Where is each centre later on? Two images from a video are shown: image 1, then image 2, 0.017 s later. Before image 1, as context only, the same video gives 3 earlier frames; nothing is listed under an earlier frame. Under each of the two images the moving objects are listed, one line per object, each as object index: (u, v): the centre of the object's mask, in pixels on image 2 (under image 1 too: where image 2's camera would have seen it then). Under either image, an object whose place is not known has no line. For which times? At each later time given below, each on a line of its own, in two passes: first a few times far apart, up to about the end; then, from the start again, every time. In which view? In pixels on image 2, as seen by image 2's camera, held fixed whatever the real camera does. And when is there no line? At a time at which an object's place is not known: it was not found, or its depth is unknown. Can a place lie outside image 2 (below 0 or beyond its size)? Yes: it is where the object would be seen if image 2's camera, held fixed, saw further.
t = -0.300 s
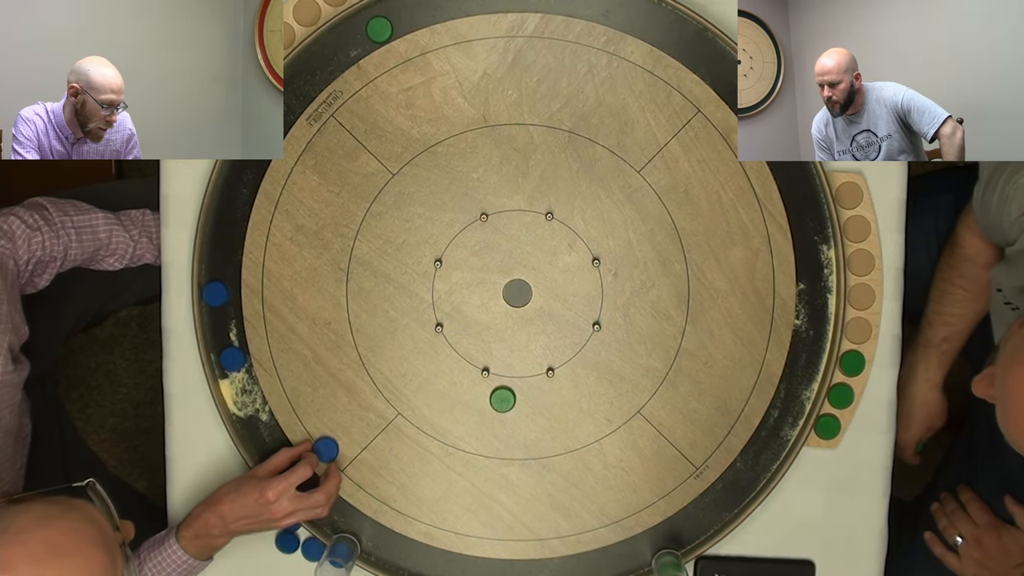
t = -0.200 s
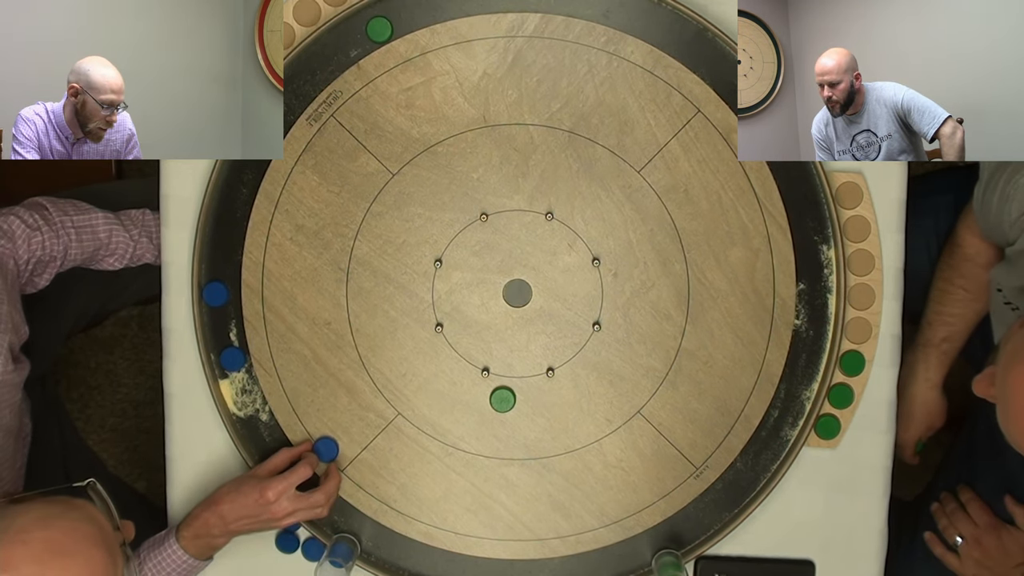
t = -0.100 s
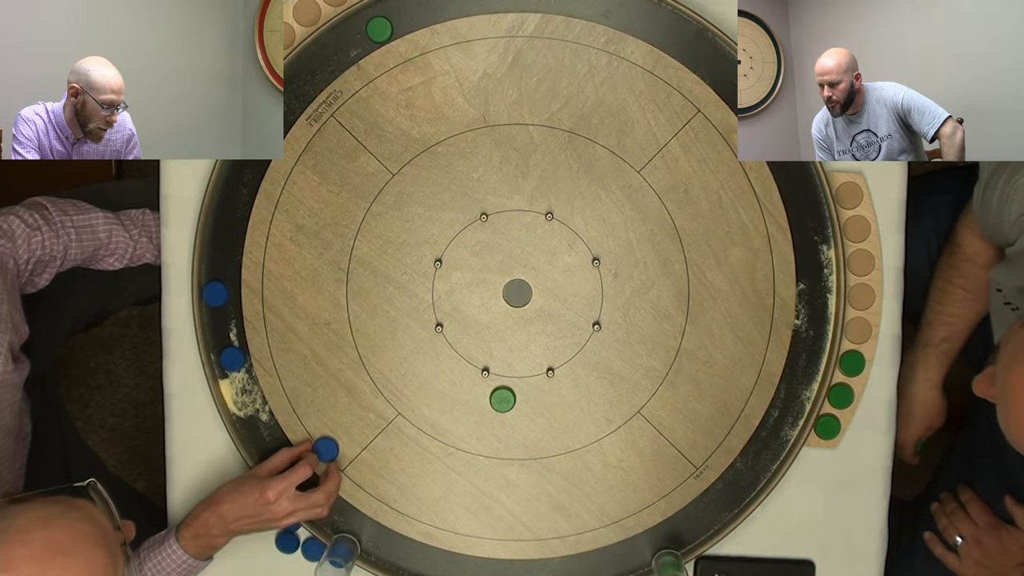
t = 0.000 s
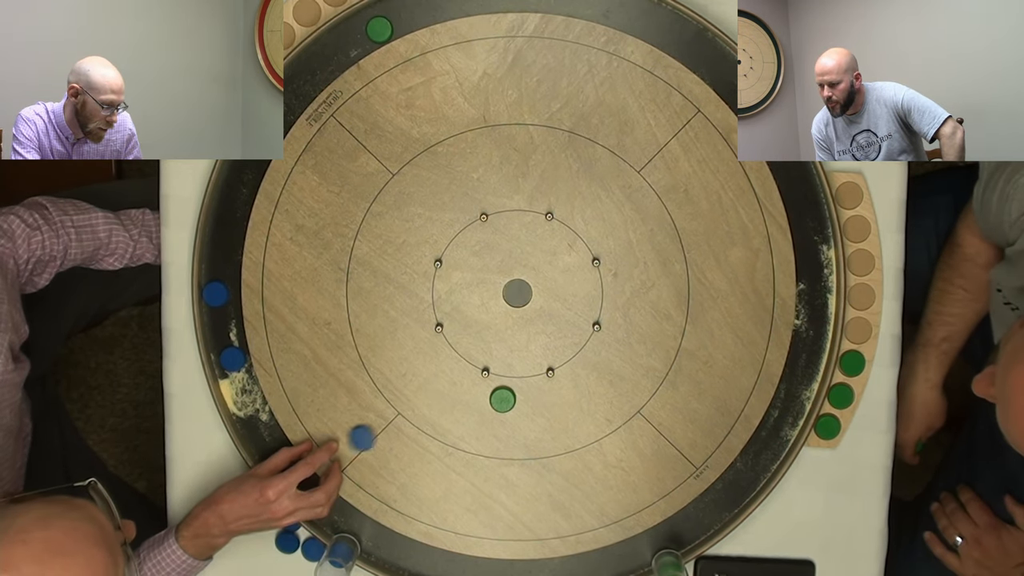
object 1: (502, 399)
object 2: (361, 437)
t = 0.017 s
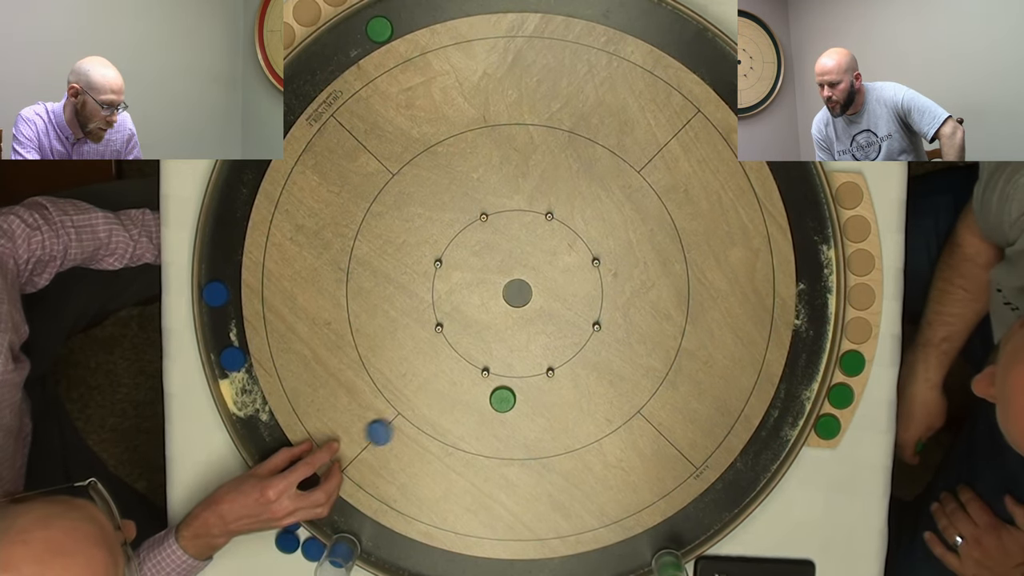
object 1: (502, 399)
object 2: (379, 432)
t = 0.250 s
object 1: (608, 388)
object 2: (478, 393)
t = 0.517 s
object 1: (765, 370)
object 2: (476, 395)
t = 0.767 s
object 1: (801, 350)
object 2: (476, 395)
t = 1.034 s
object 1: (816, 347)
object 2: (476, 395)
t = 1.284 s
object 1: (816, 347)
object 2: (476, 395)
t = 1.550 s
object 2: (476, 395)
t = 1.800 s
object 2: (476, 395)
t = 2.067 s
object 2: (476, 395)
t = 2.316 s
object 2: (476, 395)
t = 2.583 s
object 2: (476, 395)
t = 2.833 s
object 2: (476, 395)
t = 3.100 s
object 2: (476, 395)
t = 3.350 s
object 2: (476, 395)
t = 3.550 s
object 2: (476, 395)
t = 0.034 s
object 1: (502, 399)
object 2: (396, 427)
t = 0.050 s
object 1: (502, 399)
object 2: (413, 421)
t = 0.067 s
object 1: (503, 399)
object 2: (430, 416)
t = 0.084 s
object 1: (502, 399)
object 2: (447, 411)
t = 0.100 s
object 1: (503, 399)
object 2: (463, 406)
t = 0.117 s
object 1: (504, 399)
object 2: (476, 401)
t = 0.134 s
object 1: (519, 397)
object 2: (477, 398)
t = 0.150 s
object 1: (532, 396)
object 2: (479, 395)
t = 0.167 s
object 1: (546, 394)
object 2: (480, 392)
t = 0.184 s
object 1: (559, 393)
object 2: (481, 389)
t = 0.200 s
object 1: (571, 392)
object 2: (480, 389)
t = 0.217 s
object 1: (584, 391)
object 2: (479, 391)
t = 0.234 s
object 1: (596, 389)
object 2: (478, 392)
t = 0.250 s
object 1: (608, 388)
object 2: (478, 393)
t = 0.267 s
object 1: (620, 387)
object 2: (477, 394)
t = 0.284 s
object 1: (632, 385)
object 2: (476, 394)
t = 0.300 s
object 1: (643, 384)
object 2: (476, 394)
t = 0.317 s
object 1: (655, 383)
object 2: (476, 395)
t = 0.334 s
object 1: (666, 381)
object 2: (476, 395)
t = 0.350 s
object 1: (677, 381)
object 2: (476, 395)
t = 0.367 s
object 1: (687, 379)
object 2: (476, 395)
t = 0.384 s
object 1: (697, 378)
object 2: (476, 395)
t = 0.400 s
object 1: (707, 377)
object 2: (476, 395)
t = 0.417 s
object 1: (716, 376)
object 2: (476, 395)
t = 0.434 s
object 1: (725, 375)
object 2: (476, 395)
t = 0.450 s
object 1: (734, 374)
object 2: (476, 395)
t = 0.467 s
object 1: (742, 372)
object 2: (476, 395)
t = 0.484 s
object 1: (750, 371)
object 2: (476, 395)
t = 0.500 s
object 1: (758, 371)
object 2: (476, 395)
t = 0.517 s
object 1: (765, 370)
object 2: (476, 395)
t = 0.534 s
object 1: (772, 369)
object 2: (476, 395)
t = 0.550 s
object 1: (778, 368)
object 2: (476, 395)
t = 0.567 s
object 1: (785, 367)
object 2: (476, 395)
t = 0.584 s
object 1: (790, 367)
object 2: (476, 395)
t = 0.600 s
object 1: (796, 366)
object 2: (476, 395)
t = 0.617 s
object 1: (802, 364)
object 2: (476, 395)
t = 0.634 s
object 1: (806, 363)
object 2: (476, 395)
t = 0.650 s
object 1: (811, 363)
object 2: (476, 395)
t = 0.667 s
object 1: (813, 361)
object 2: (476, 395)
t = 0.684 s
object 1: (810, 359)
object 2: (476, 395)
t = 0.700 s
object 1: (807, 357)
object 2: (476, 395)
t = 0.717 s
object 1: (805, 355)
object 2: (476, 395)
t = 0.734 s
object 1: (803, 353)
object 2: (476, 395)
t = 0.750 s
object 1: (801, 351)
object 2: (476, 395)
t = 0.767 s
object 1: (801, 350)
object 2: (476, 395)
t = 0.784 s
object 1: (803, 350)
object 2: (476, 394)
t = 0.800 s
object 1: (805, 350)
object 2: (476, 395)
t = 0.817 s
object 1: (806, 350)
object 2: (476, 395)
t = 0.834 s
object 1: (808, 349)
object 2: (476, 395)
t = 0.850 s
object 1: (809, 349)
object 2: (476, 395)
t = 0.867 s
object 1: (810, 349)
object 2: (476, 395)
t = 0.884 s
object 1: (812, 348)
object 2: (476, 395)
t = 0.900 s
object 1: (813, 348)
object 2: (476, 395)
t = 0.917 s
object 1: (814, 348)
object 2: (476, 395)
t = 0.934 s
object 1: (814, 348)
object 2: (476, 394)
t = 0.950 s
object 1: (815, 348)
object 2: (476, 395)
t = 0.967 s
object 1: (816, 347)
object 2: (476, 395)
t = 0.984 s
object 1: (816, 347)
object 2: (476, 395)
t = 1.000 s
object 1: (816, 347)
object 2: (476, 395)
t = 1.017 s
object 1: (816, 347)
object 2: (476, 395)
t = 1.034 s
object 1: (816, 347)
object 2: (476, 395)
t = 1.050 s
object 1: (816, 347)
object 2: (476, 395)
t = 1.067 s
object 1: (816, 347)
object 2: (476, 395)
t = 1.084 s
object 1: (816, 347)
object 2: (476, 395)
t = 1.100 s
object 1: (816, 347)
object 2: (476, 395)
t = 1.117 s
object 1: (816, 347)
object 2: (476, 395)
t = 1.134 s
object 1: (816, 347)
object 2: (476, 395)
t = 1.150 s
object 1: (816, 347)
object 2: (476, 395)
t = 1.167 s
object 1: (816, 347)
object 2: (476, 395)
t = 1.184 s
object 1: (816, 347)
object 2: (476, 395)
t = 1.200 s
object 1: (816, 347)
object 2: (476, 395)
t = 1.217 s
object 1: (816, 347)
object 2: (476, 395)
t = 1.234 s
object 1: (816, 347)
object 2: (476, 395)
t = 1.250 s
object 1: (816, 347)
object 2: (476, 395)
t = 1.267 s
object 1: (816, 347)
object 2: (476, 395)
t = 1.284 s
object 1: (816, 347)
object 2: (476, 395)
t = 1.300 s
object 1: (816, 347)
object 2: (476, 395)
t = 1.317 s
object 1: (816, 347)
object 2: (476, 395)
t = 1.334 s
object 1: (816, 347)
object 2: (476, 395)
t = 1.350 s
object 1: (816, 347)
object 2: (476, 395)
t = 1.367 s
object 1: (816, 347)
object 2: (476, 395)
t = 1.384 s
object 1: (816, 347)
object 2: (476, 395)
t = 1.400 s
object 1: (816, 347)
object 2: (476, 395)
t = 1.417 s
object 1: (816, 347)
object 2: (476, 395)
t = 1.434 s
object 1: (816, 347)
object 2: (476, 395)
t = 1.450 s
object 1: (816, 347)
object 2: (476, 395)
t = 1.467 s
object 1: (816, 347)
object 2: (476, 395)
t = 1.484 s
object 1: (816, 347)
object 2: (476, 395)
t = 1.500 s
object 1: (816, 347)
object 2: (476, 395)
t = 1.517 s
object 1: (816, 347)
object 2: (476, 395)
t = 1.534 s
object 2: (476, 395)
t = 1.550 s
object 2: (476, 395)
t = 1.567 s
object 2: (476, 395)
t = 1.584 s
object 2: (476, 395)
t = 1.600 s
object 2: (476, 395)
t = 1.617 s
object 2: (476, 395)
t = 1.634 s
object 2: (476, 395)
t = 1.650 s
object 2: (476, 395)
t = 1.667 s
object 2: (476, 395)
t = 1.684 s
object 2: (476, 395)
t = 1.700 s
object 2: (476, 395)
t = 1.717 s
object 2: (476, 395)
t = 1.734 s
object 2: (476, 395)
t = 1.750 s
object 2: (476, 395)
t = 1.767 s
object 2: (476, 395)
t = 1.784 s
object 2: (476, 395)
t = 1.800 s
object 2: (476, 395)
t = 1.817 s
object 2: (476, 395)
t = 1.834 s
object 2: (476, 395)
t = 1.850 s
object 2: (476, 395)
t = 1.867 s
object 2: (476, 395)
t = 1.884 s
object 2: (476, 395)
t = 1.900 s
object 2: (476, 395)
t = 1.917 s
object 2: (476, 395)
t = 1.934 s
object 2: (476, 395)
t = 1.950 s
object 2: (476, 395)
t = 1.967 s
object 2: (476, 395)
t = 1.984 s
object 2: (476, 395)
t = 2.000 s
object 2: (476, 395)
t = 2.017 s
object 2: (476, 395)
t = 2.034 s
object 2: (476, 395)
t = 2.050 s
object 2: (476, 395)
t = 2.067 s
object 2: (476, 395)
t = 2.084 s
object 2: (476, 395)
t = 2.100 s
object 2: (476, 395)
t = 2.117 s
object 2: (476, 395)
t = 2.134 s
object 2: (476, 395)
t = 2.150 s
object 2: (476, 395)
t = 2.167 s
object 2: (476, 395)
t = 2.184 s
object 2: (476, 395)
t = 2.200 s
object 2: (476, 395)
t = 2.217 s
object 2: (476, 395)
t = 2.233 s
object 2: (476, 395)
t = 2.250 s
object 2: (476, 395)
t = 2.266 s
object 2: (476, 395)
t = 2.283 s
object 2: (476, 395)
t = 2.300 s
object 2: (476, 395)
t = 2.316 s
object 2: (476, 395)
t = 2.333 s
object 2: (476, 395)
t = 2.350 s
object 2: (476, 395)
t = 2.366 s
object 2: (476, 395)
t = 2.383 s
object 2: (476, 394)
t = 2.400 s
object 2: (476, 394)
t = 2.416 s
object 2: (476, 394)
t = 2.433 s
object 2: (476, 394)
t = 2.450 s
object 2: (476, 395)
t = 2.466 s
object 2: (476, 394)
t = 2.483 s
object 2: (476, 395)
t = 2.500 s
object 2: (476, 395)
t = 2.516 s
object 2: (476, 395)
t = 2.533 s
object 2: (476, 395)
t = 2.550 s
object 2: (476, 395)
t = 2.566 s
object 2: (476, 395)
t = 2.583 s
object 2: (476, 395)
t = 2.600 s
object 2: (476, 395)
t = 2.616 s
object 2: (476, 394)
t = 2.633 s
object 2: (476, 395)
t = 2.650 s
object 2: (476, 395)
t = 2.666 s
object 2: (476, 395)
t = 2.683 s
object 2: (476, 395)
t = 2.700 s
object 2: (476, 395)
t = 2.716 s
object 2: (476, 395)
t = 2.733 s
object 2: (476, 395)
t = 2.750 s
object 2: (476, 395)
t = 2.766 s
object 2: (476, 395)
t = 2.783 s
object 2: (476, 395)
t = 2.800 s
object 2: (476, 395)
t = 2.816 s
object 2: (476, 395)
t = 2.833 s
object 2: (476, 395)
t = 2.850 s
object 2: (476, 395)
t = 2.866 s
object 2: (476, 395)
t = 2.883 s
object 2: (476, 395)
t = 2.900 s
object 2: (476, 395)
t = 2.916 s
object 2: (476, 395)
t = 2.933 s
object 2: (476, 395)
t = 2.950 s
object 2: (476, 395)
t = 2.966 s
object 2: (476, 395)
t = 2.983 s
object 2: (476, 395)
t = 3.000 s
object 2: (476, 395)
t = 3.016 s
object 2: (476, 395)
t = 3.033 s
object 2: (476, 395)
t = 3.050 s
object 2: (476, 395)
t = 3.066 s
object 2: (476, 395)
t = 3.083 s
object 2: (476, 395)
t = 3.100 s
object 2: (476, 395)
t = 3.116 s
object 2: (476, 395)
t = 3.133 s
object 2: (476, 395)
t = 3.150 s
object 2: (476, 395)
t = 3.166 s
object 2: (476, 395)
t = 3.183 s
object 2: (476, 395)
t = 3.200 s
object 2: (476, 395)
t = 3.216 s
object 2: (476, 395)
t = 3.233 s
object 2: (476, 395)
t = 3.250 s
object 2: (476, 395)
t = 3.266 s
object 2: (476, 395)
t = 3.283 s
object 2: (476, 395)
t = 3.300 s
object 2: (476, 395)
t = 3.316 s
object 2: (476, 395)
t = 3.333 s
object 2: (476, 395)
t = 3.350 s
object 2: (476, 395)
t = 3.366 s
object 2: (476, 395)
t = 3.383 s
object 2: (476, 395)
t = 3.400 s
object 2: (476, 395)
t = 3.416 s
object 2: (476, 395)
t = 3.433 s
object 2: (476, 395)
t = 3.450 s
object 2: (476, 395)
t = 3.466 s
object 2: (476, 395)
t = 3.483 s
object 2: (476, 395)
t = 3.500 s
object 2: (476, 395)
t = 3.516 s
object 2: (476, 395)
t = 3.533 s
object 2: (476, 395)
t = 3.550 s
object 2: (476, 395)
